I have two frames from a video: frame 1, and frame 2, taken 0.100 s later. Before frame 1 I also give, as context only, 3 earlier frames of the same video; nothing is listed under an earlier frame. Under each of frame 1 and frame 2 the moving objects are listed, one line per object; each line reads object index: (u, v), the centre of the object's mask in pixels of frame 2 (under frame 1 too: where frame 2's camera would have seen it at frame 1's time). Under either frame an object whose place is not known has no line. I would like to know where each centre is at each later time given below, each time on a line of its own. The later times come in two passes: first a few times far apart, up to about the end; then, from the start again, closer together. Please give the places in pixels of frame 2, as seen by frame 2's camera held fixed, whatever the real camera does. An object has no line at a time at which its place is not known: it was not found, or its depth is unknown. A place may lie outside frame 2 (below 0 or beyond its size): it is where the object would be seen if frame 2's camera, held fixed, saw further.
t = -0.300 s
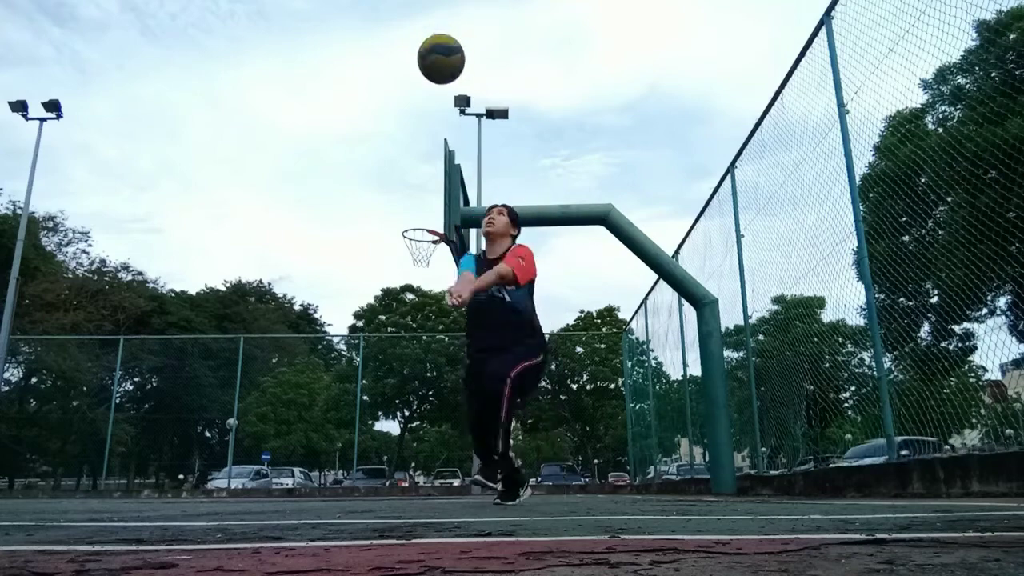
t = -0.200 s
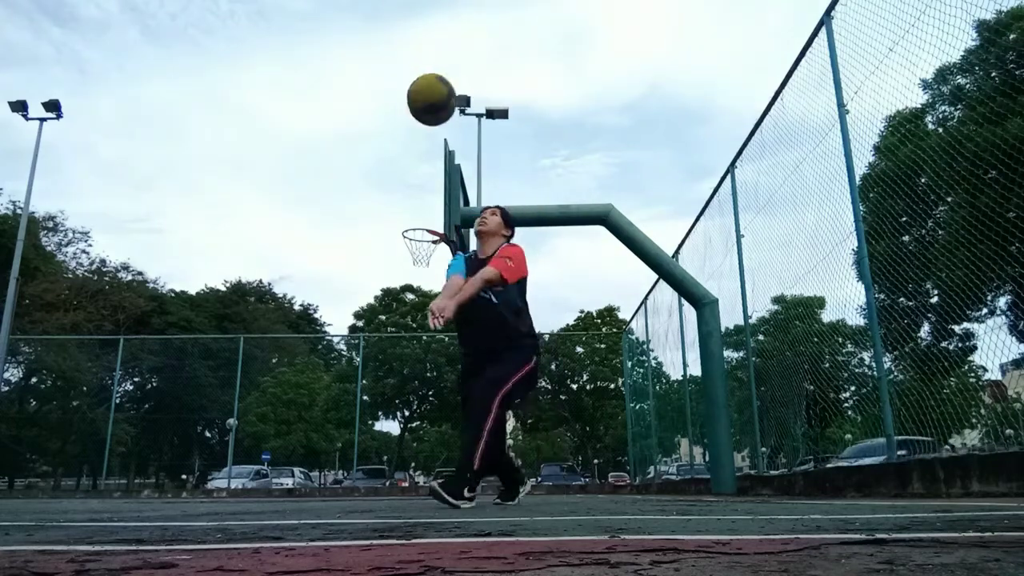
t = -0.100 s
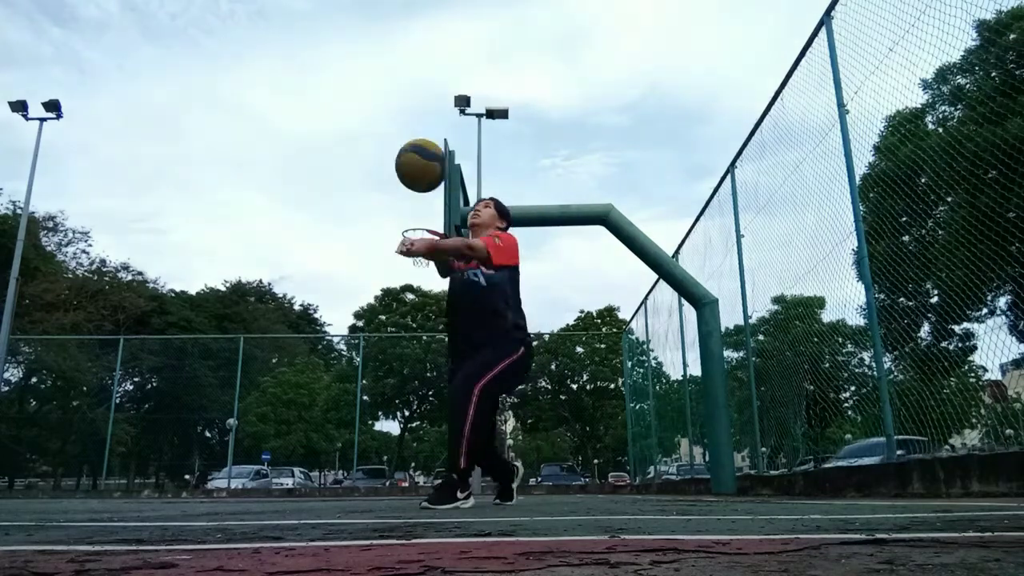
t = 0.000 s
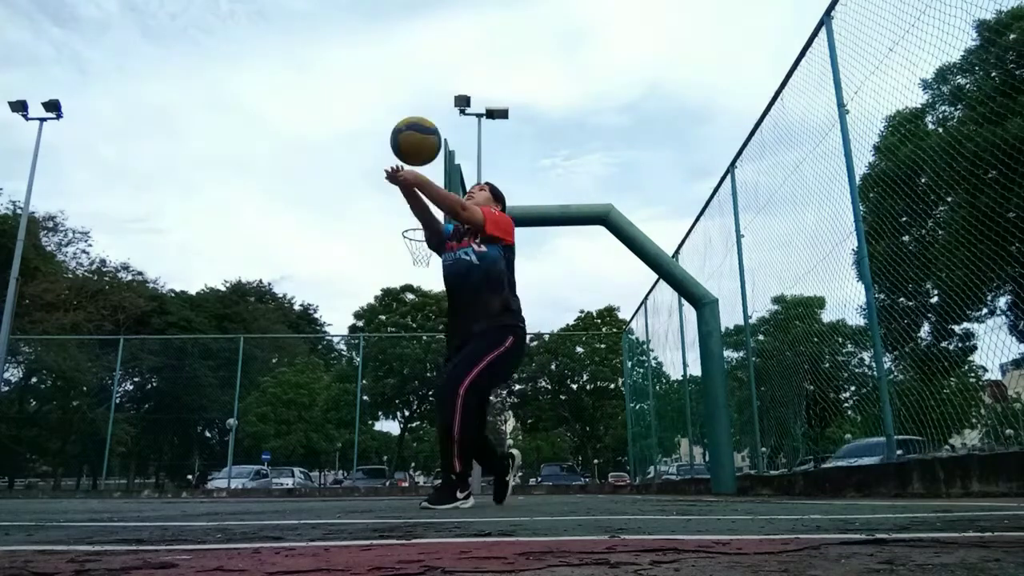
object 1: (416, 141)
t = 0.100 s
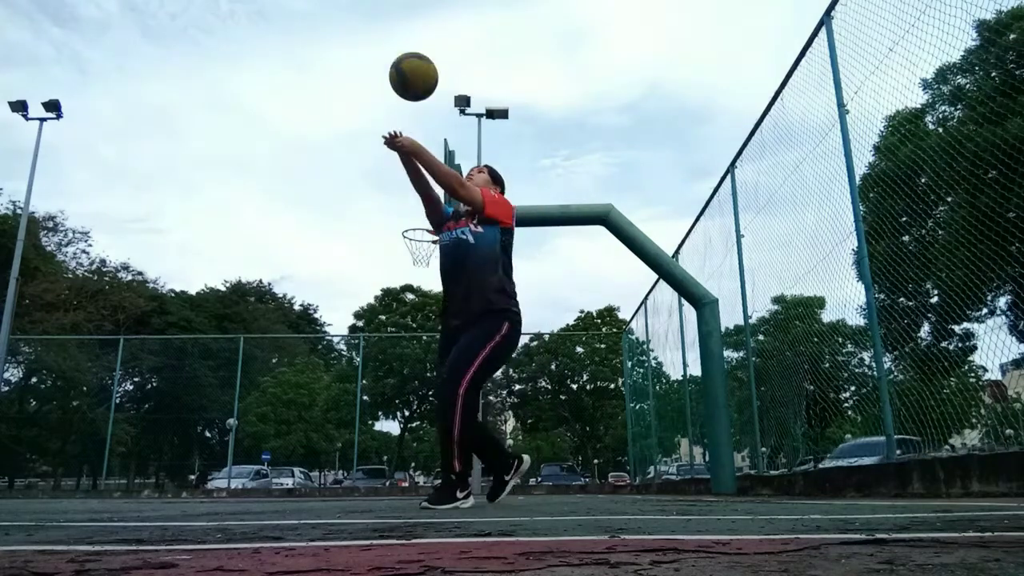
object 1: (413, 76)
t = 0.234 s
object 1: (410, 25)
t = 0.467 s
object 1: (401, 19)
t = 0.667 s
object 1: (392, 89)
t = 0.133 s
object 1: (412, 60)
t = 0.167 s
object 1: (412, 46)
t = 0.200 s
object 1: (411, 34)
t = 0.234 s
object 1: (410, 25)
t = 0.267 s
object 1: (409, 19)
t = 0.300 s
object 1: (408, 17)
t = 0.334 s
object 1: (407, 15)
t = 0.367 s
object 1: (406, 14)
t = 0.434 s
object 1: (403, 16)
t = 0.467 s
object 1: (401, 19)
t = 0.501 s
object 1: (400, 24)
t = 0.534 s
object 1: (398, 32)
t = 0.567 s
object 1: (397, 43)
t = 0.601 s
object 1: (395, 56)
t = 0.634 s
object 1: (394, 71)
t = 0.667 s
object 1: (392, 89)
